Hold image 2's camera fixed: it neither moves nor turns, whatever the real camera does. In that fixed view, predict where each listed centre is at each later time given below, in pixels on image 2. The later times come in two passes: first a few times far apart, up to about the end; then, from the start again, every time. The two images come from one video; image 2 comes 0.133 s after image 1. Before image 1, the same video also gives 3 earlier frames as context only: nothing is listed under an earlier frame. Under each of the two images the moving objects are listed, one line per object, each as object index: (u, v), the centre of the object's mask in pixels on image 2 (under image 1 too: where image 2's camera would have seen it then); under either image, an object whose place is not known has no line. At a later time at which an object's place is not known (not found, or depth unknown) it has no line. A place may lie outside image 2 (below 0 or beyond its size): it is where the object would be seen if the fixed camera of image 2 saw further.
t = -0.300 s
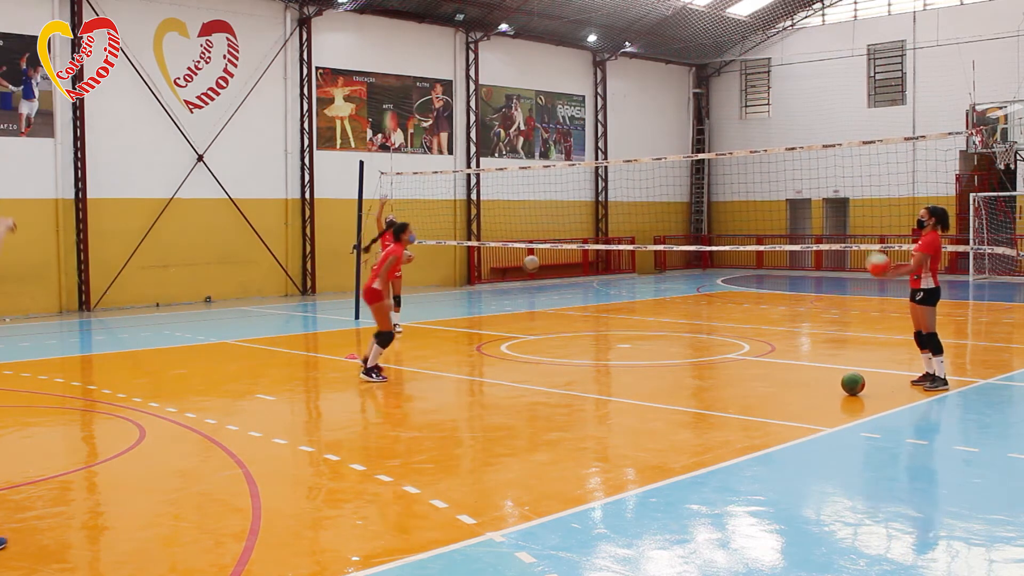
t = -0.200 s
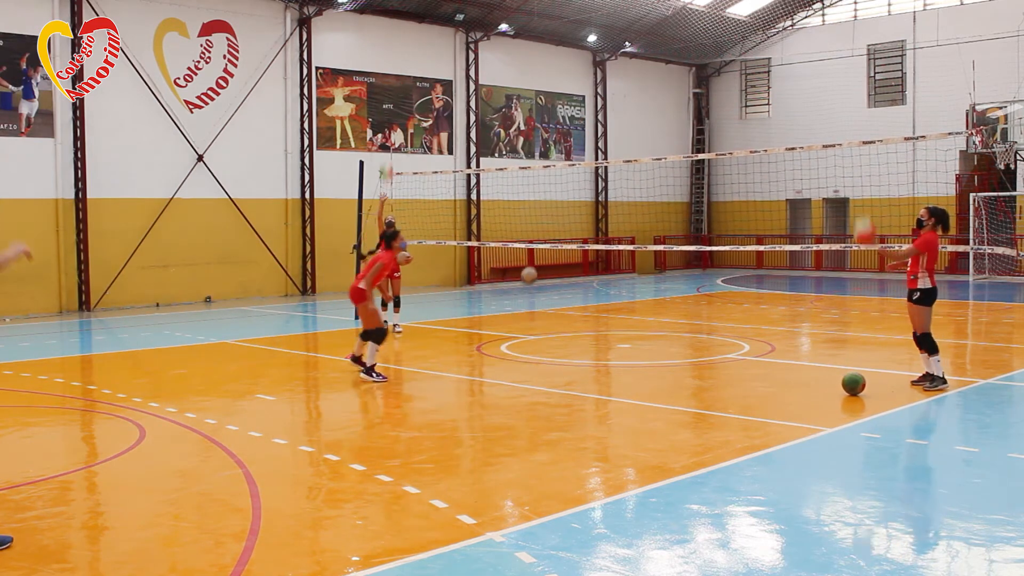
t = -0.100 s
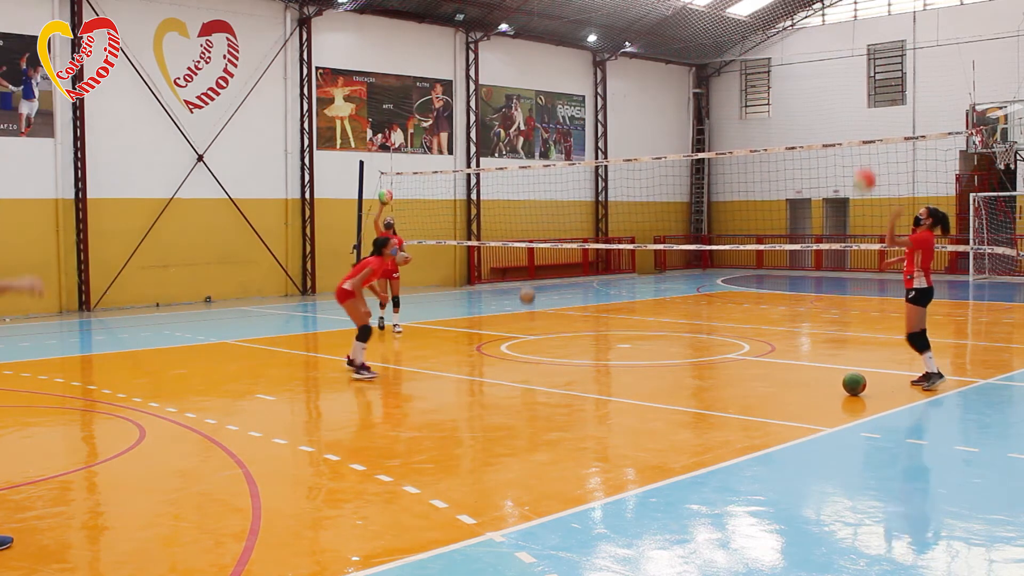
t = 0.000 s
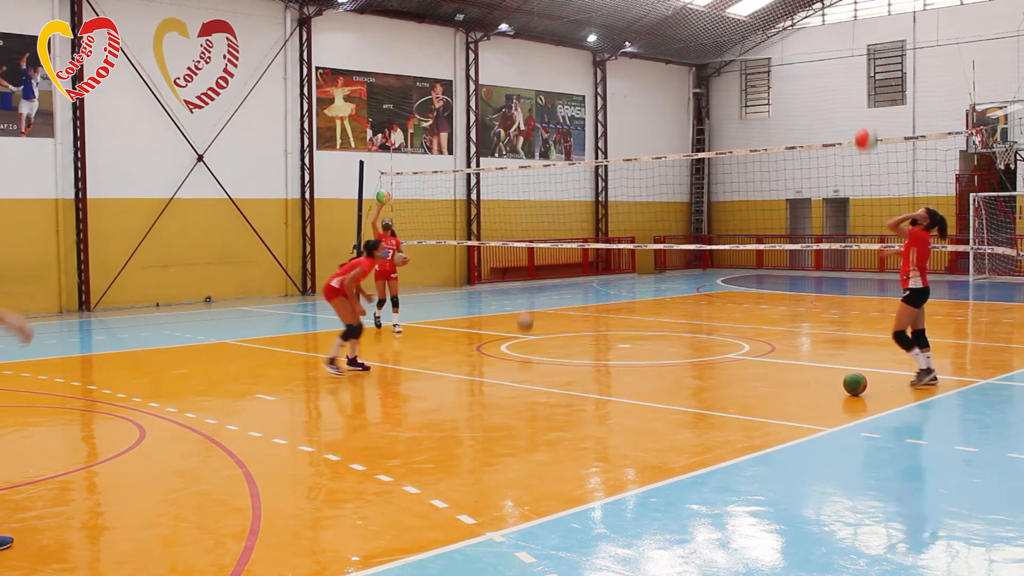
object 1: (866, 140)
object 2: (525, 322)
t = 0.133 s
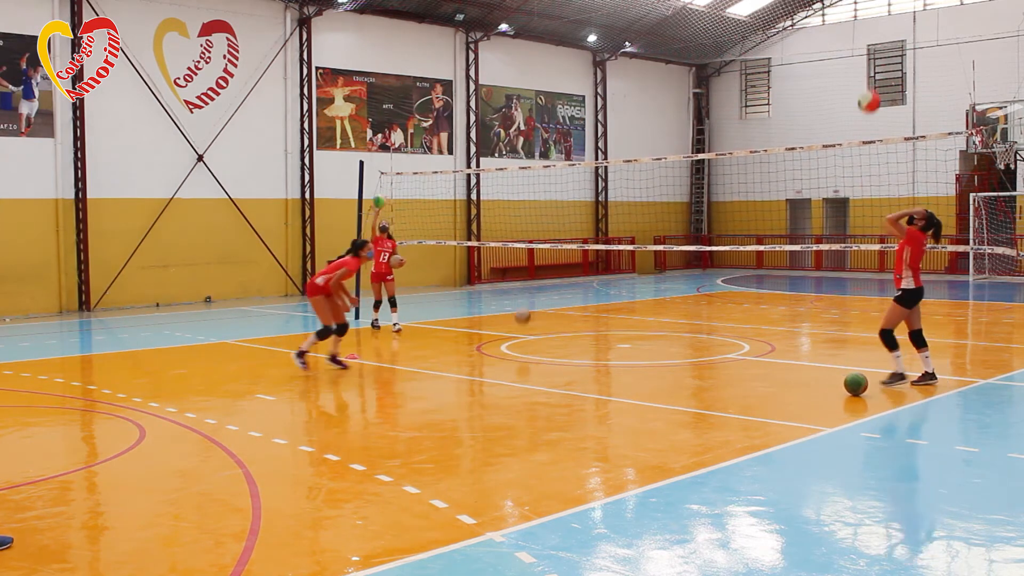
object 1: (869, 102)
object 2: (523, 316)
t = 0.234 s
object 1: (871, 86)
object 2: (520, 298)
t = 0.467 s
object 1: (876, 89)
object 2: (517, 287)
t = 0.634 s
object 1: (879, 127)
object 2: (514, 305)
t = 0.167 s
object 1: (870, 96)
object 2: (522, 309)
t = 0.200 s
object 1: (870, 90)
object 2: (521, 303)
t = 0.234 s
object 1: (871, 86)
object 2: (520, 298)
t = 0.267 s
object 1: (871, 83)
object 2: (520, 294)
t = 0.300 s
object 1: (871, 81)
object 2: (519, 291)
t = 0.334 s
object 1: (872, 81)
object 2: (519, 288)
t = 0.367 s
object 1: (874, 81)
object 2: (518, 287)
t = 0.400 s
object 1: (874, 83)
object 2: (517, 286)
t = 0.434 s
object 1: (875, 85)
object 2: (517, 286)
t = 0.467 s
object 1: (876, 89)
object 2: (517, 287)
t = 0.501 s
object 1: (876, 94)
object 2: (516, 288)
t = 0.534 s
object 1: (877, 99)
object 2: (515, 291)
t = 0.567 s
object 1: (877, 106)
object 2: (515, 295)
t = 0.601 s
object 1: (877, 116)
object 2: (515, 299)
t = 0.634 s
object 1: (879, 127)
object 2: (514, 305)
